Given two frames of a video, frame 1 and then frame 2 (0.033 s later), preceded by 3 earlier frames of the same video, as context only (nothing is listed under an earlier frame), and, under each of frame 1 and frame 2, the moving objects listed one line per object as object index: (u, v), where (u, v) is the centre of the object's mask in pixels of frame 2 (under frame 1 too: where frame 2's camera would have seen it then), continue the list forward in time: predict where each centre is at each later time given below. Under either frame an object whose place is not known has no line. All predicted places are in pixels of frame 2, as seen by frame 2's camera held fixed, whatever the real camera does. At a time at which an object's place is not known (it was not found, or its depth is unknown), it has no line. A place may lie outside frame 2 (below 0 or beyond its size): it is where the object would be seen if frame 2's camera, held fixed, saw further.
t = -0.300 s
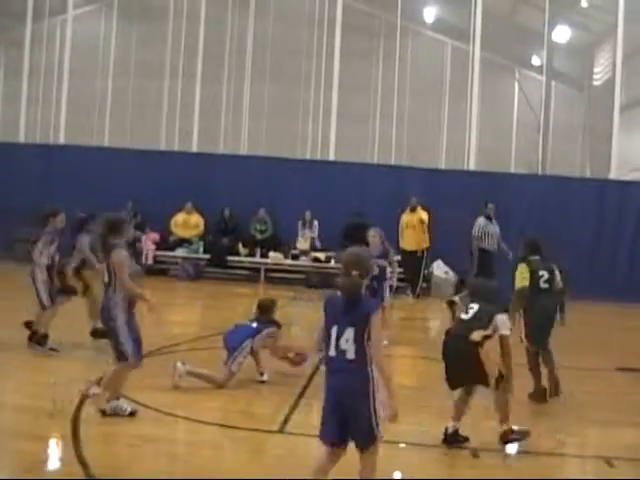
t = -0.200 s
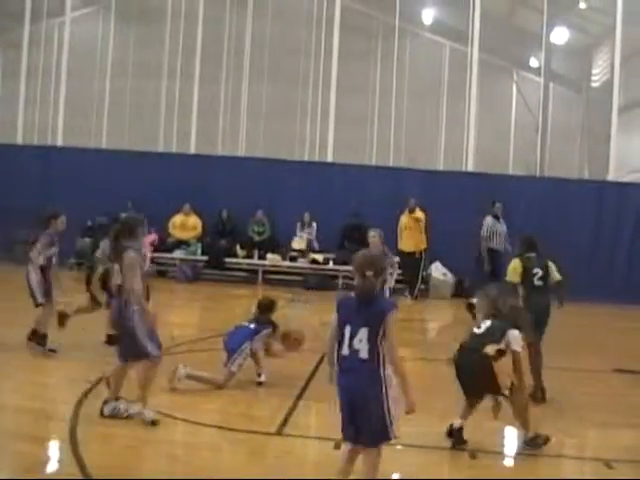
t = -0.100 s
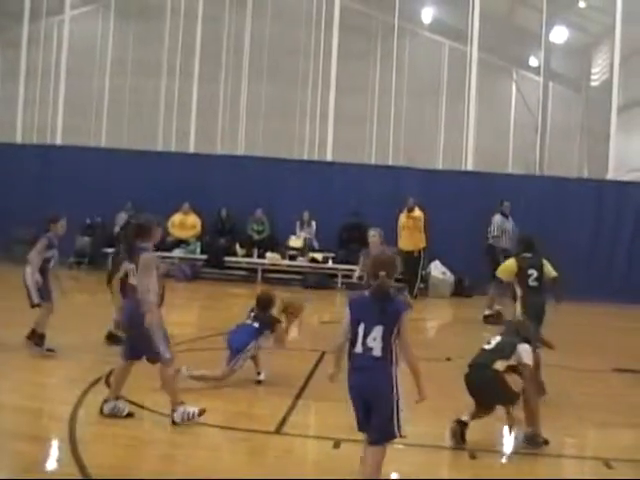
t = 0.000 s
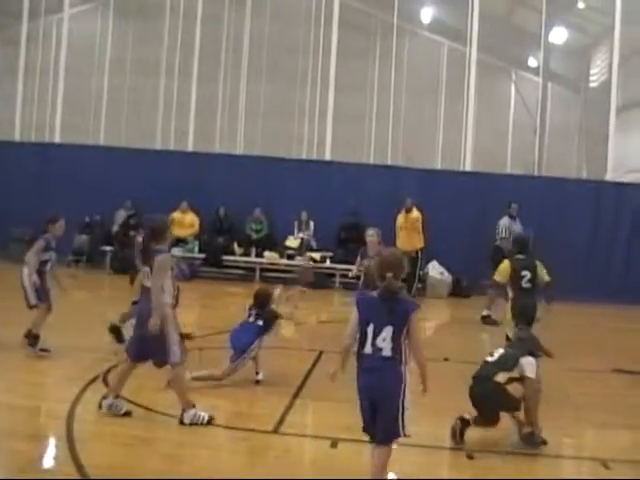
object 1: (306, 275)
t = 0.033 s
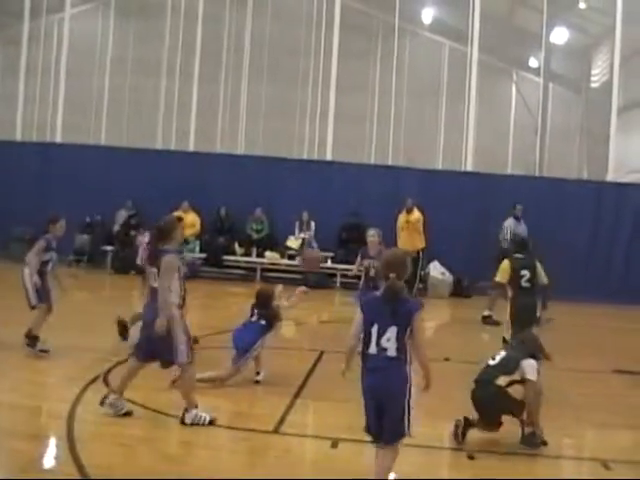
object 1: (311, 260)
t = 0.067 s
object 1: (315, 250)
